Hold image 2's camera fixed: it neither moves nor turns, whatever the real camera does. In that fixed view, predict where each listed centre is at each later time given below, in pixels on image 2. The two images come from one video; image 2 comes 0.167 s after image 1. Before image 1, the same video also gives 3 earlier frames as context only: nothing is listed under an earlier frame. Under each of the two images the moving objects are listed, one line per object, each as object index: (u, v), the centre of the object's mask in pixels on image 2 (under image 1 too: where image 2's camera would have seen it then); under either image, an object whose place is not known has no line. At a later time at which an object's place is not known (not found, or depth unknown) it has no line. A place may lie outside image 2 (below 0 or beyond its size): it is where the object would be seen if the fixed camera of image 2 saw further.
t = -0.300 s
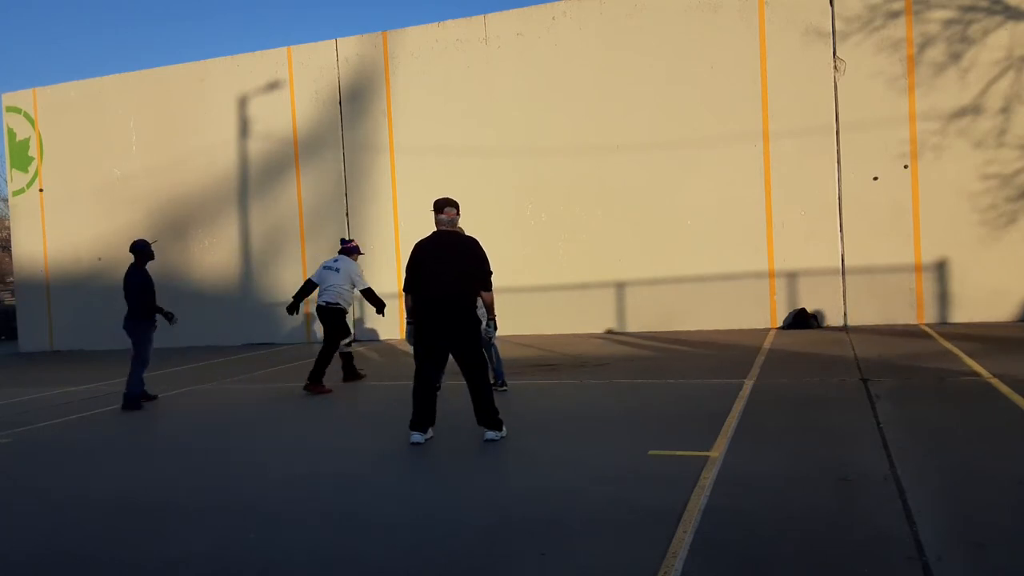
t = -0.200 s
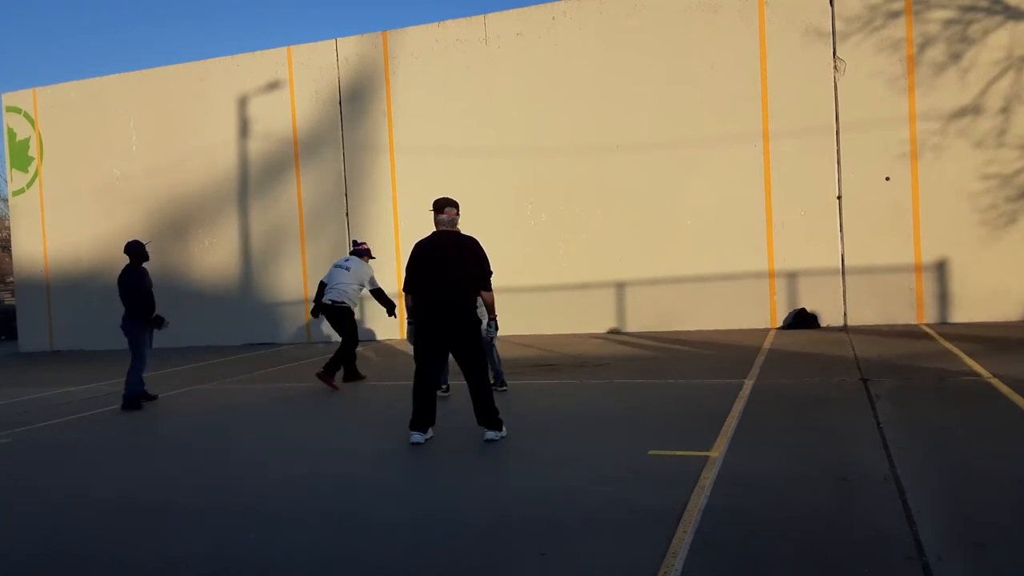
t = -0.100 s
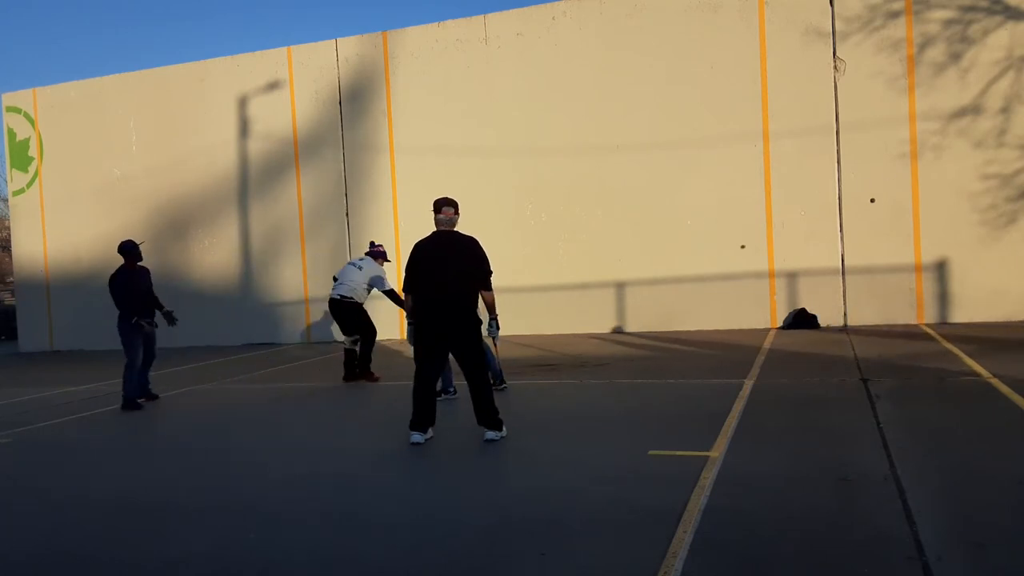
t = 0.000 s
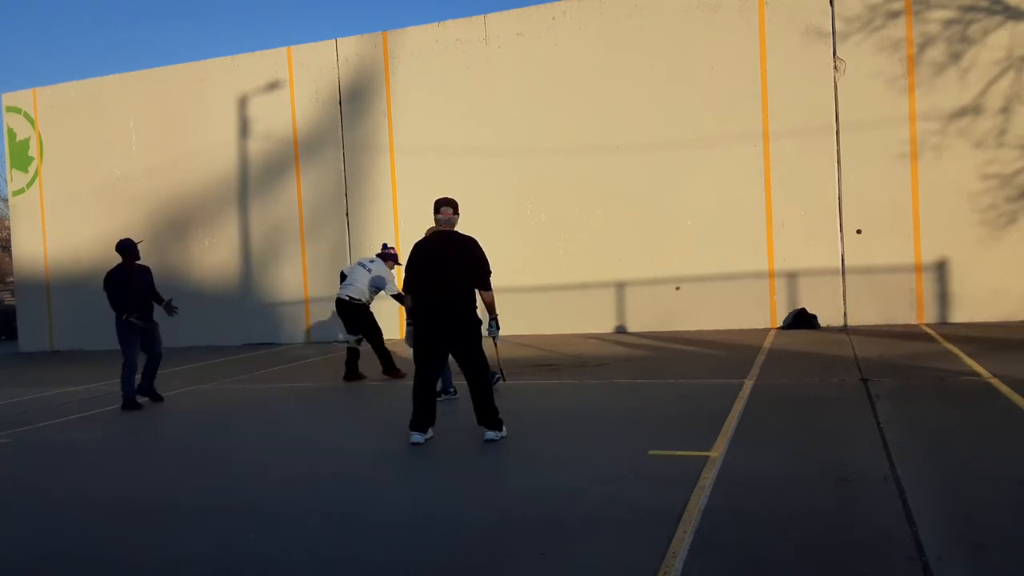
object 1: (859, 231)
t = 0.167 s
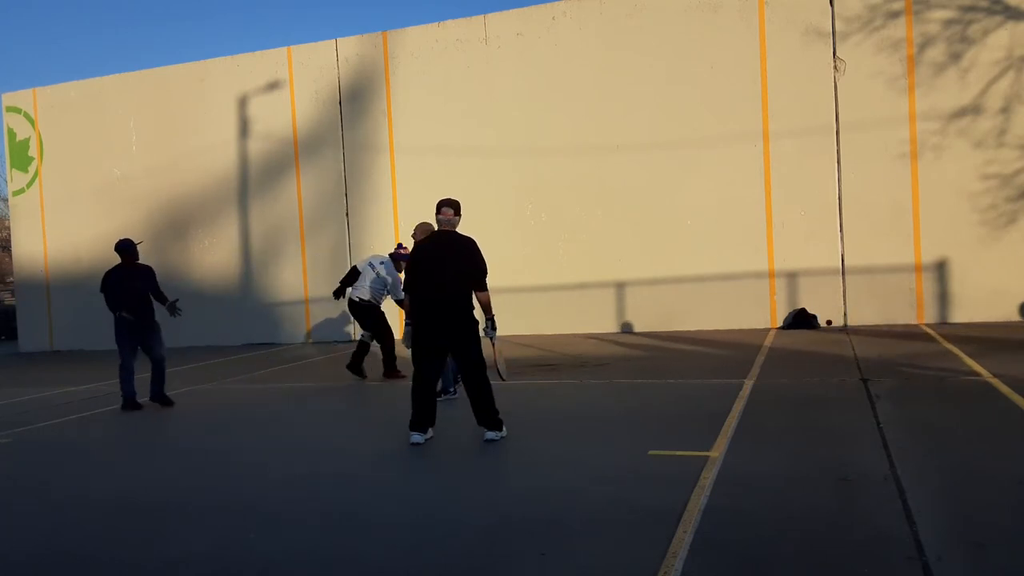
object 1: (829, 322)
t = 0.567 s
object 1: (733, 248)
